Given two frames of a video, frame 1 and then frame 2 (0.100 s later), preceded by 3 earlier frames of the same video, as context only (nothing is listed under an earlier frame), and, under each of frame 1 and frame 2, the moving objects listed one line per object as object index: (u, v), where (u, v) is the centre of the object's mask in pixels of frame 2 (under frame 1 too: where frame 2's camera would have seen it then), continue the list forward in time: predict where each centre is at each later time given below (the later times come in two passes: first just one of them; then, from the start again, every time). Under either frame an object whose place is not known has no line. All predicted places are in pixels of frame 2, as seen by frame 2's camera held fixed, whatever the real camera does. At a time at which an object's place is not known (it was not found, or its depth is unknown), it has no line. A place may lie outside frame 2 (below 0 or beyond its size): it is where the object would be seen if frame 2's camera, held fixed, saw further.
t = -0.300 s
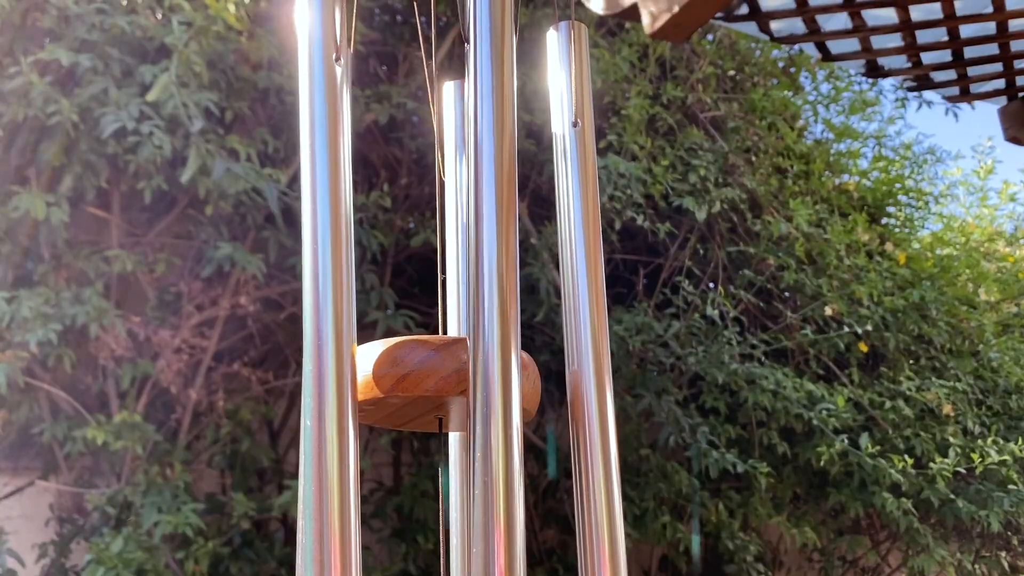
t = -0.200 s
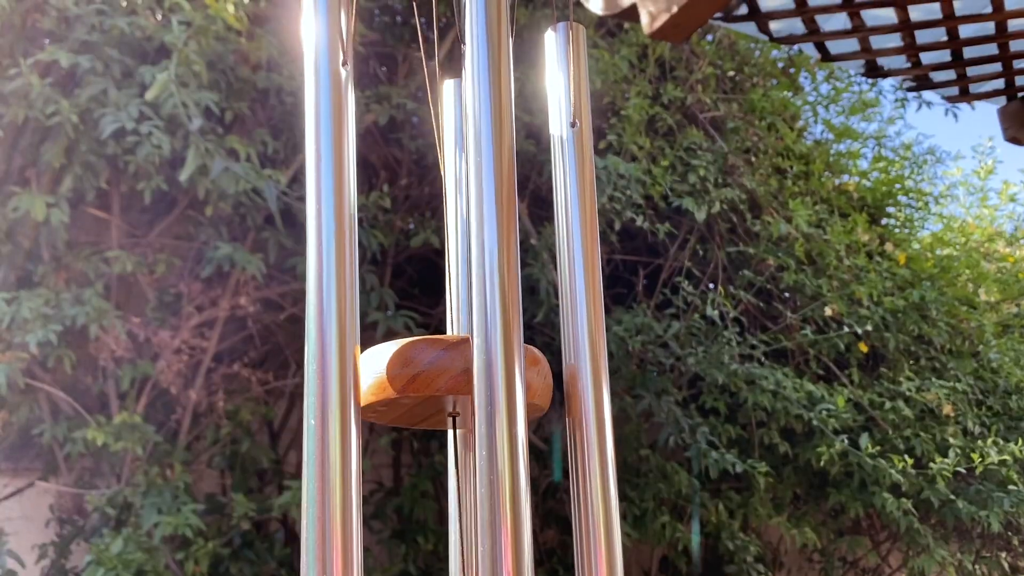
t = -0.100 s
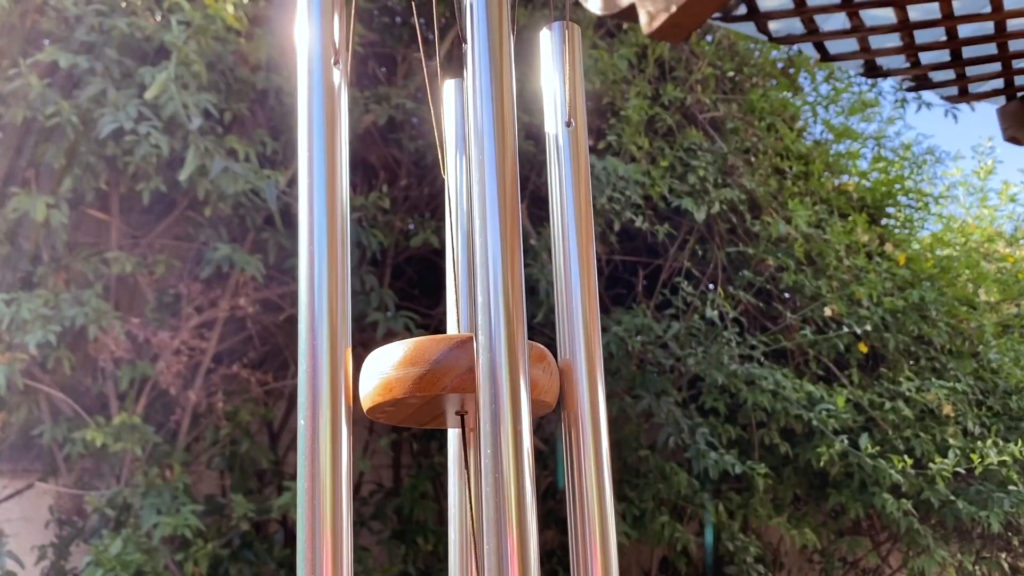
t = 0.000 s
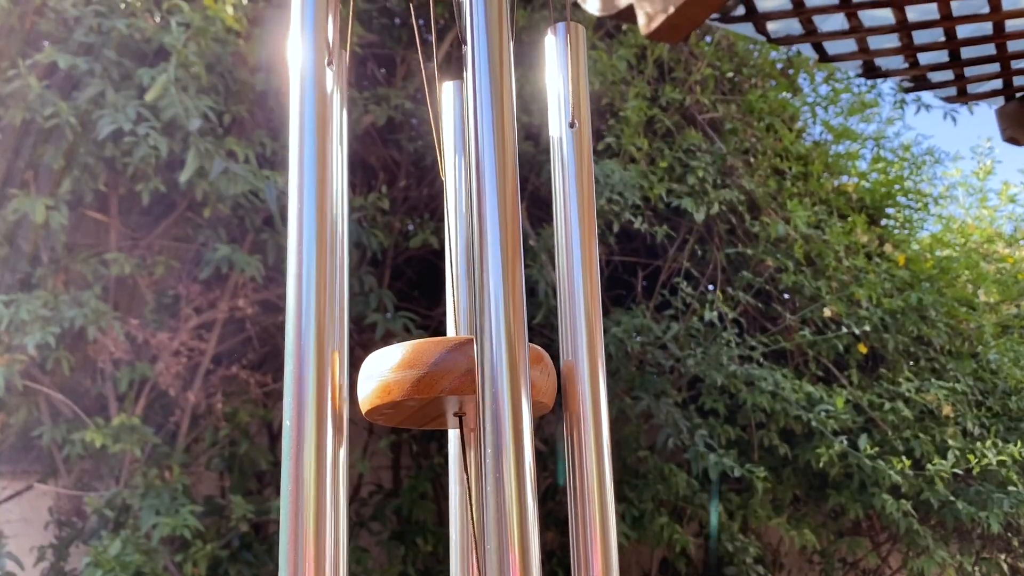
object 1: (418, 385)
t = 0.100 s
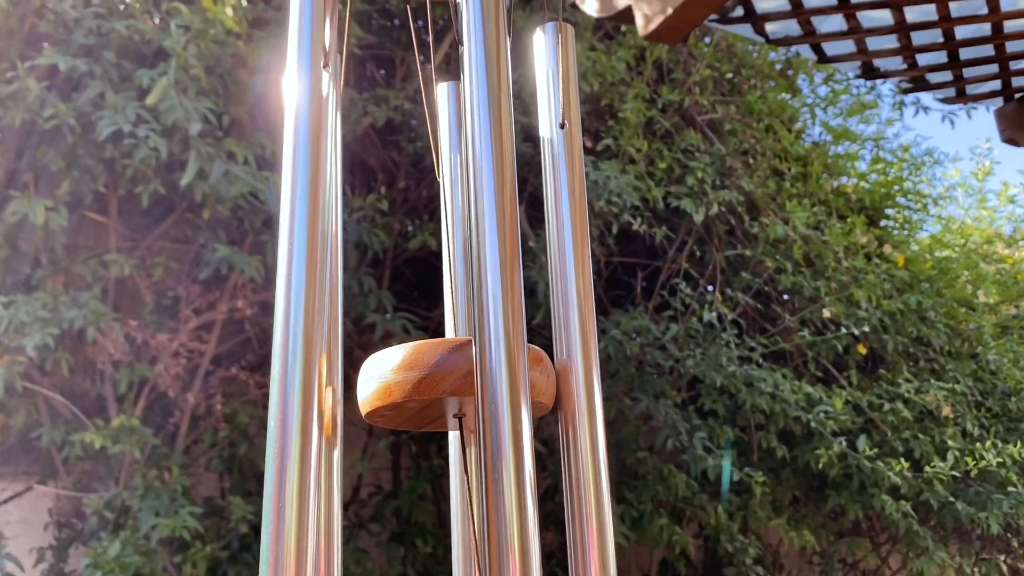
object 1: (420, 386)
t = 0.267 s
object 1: (412, 384)
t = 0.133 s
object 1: (420, 386)
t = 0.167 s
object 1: (418, 386)
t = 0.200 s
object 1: (416, 386)
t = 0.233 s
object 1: (414, 385)
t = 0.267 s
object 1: (412, 384)
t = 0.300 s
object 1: (409, 383)
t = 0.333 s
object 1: (406, 382)
